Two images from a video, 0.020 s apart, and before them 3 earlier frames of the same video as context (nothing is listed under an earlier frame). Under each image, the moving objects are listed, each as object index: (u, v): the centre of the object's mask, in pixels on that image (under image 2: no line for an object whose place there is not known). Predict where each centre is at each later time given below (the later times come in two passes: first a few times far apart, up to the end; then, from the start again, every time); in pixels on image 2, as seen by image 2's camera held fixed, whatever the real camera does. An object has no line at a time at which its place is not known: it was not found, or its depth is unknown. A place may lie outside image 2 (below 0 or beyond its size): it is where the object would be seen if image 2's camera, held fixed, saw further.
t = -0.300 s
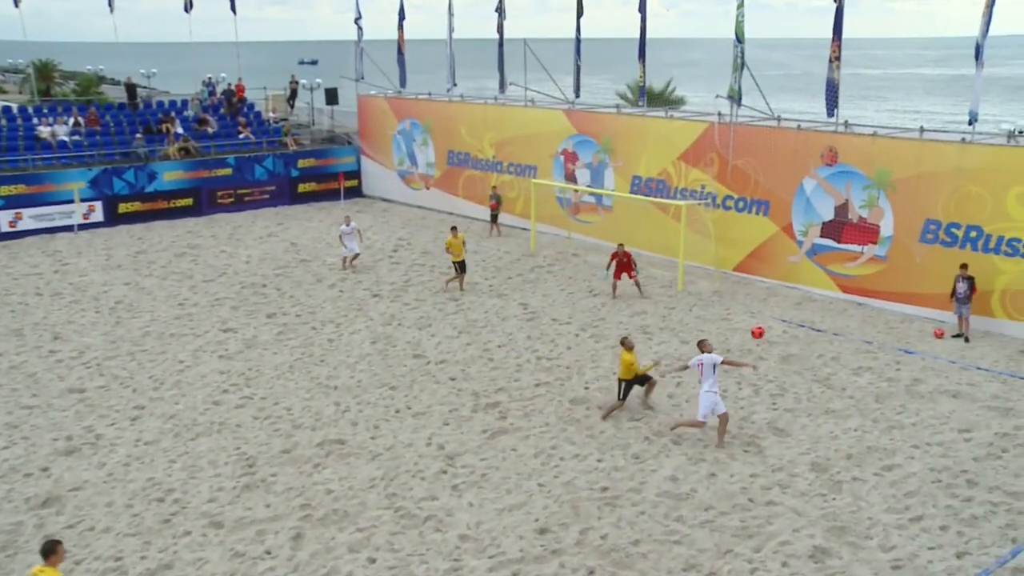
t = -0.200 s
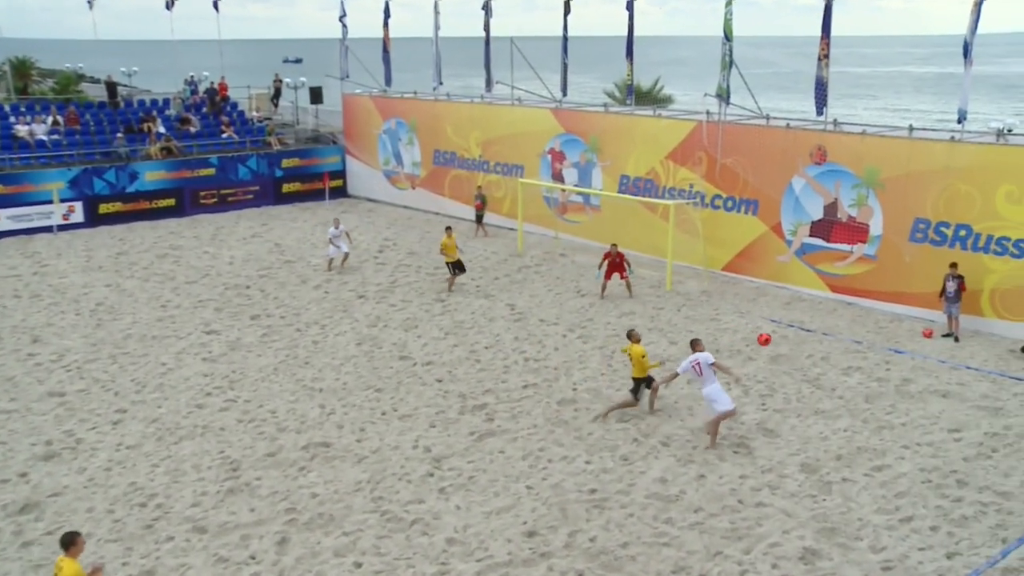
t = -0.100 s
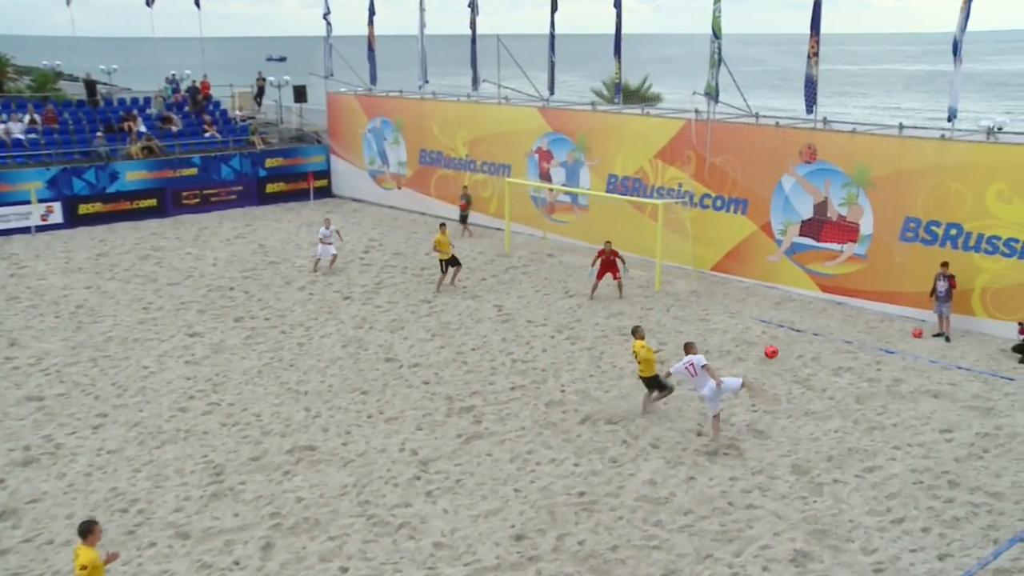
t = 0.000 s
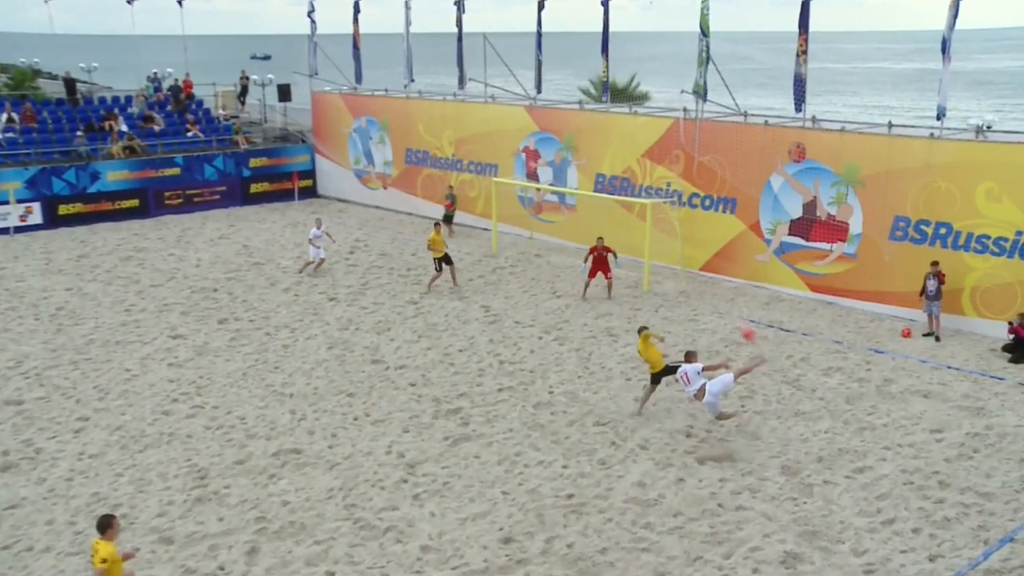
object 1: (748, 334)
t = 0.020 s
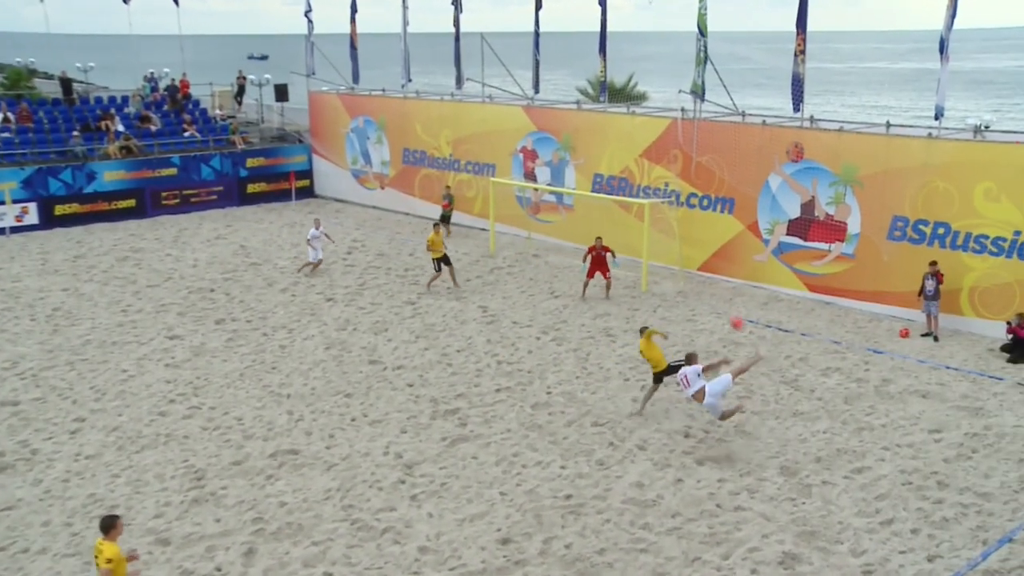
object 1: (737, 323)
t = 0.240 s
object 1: (651, 237)
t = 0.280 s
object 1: (638, 227)
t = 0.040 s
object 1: (728, 313)
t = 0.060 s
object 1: (719, 303)
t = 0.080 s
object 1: (711, 294)
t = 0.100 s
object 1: (703, 285)
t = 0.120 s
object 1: (695, 277)
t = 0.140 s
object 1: (686, 270)
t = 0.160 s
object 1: (679, 262)
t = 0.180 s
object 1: (672, 255)
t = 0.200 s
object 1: (665, 249)
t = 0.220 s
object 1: (658, 242)
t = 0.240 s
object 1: (651, 237)
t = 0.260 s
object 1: (644, 232)
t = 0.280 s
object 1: (638, 227)
